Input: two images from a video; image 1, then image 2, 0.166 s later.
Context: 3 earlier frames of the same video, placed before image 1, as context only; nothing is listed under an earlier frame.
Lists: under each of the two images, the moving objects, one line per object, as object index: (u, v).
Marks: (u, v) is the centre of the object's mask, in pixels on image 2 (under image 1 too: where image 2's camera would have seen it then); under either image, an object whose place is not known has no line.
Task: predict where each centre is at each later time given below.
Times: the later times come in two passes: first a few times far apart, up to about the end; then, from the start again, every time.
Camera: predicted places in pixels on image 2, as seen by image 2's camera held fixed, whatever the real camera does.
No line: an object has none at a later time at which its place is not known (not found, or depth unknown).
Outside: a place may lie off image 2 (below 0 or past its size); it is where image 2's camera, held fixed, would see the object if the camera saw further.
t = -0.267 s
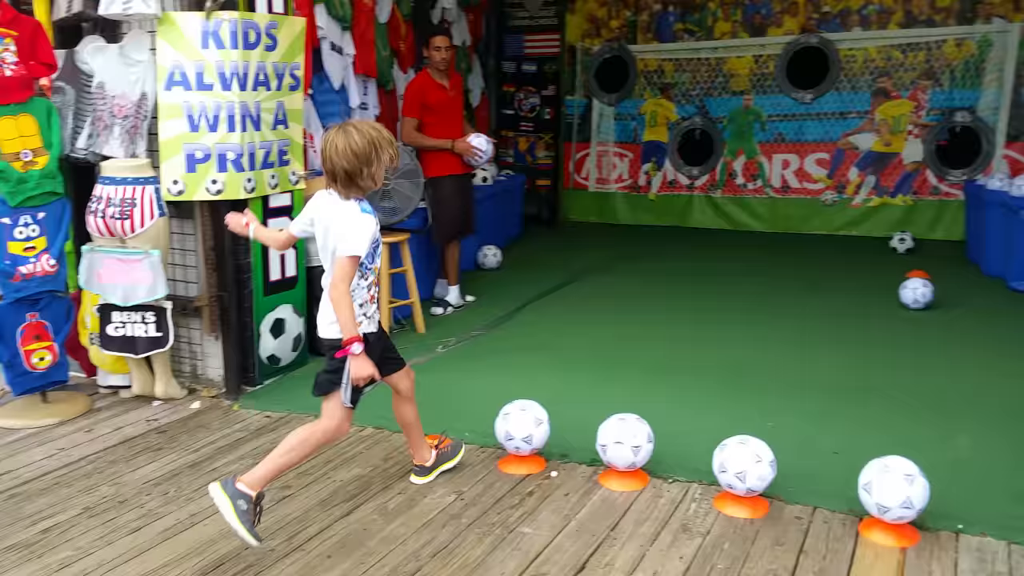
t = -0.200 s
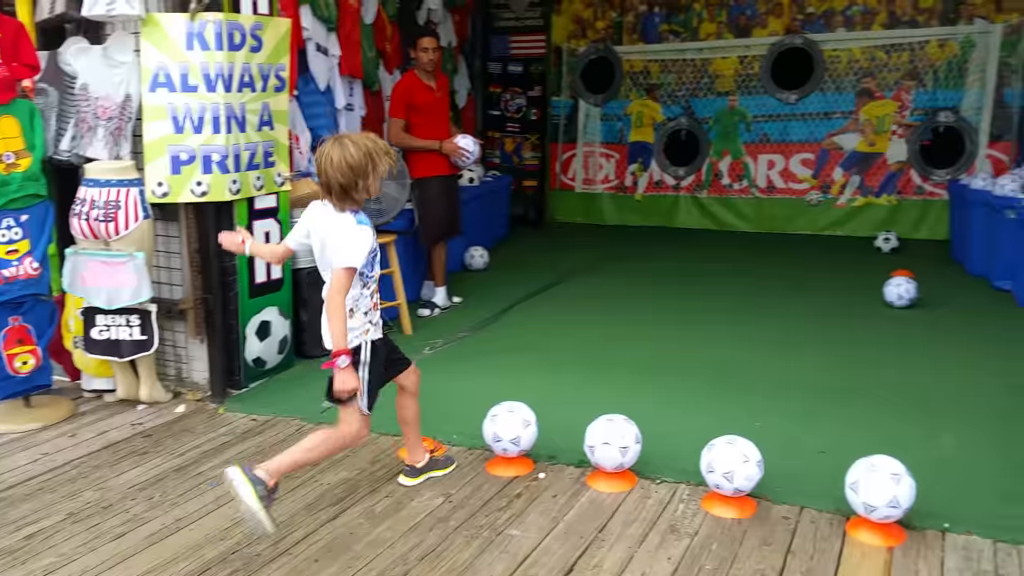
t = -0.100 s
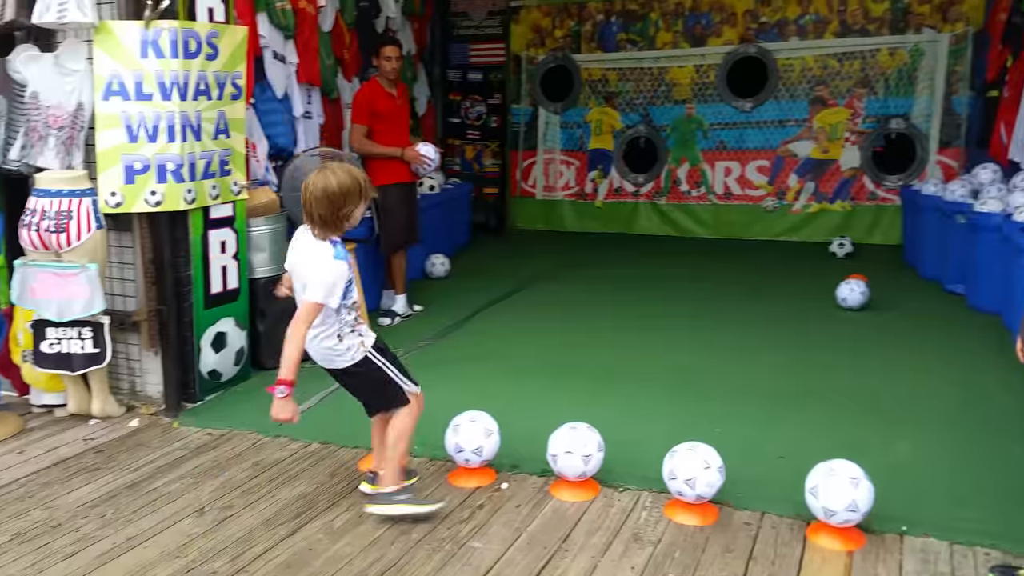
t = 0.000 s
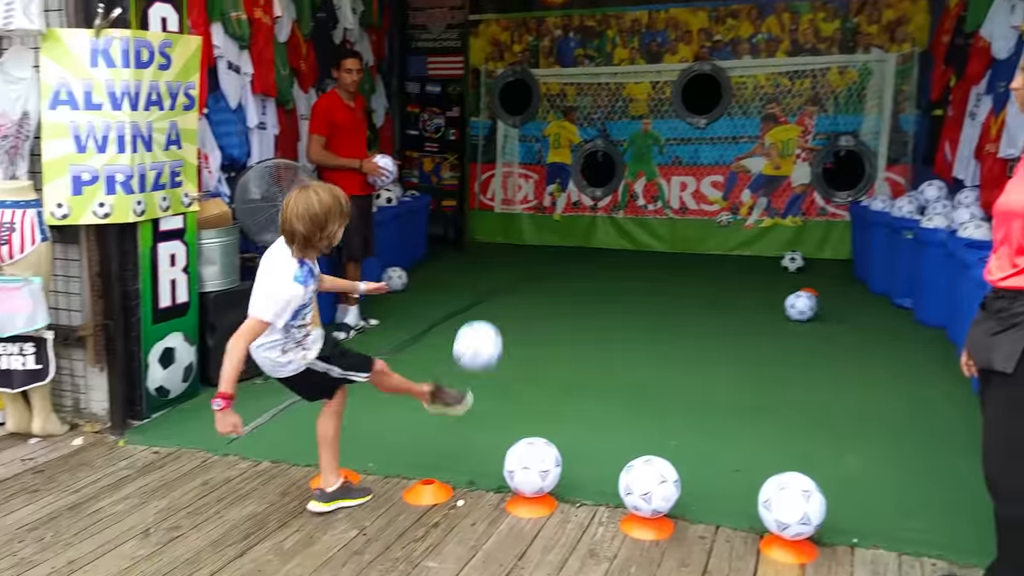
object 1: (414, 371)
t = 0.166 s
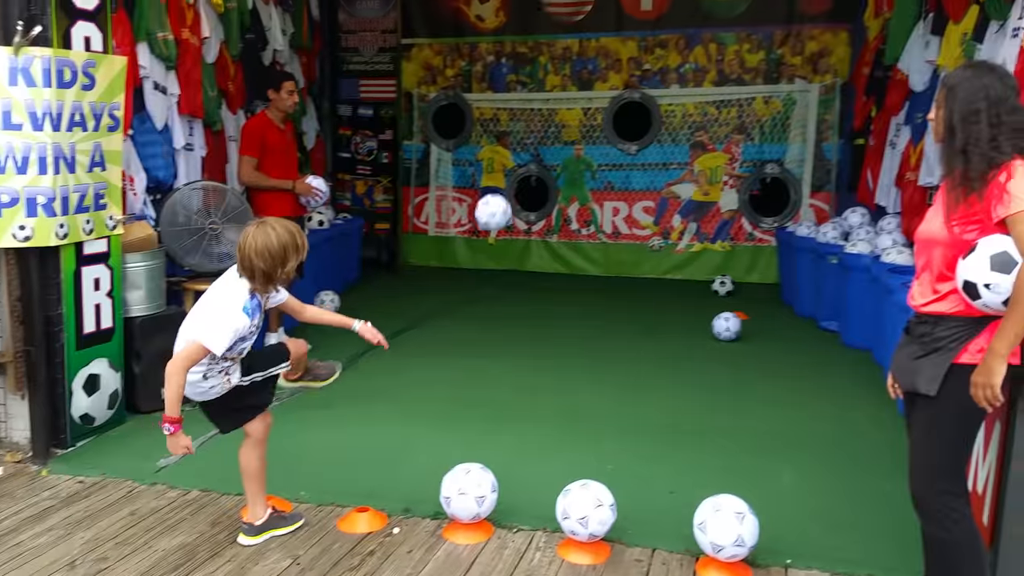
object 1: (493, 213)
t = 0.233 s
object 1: (513, 180)
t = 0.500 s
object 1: (561, 142)
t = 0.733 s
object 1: (567, 169)
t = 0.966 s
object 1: (558, 252)
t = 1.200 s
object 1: (553, 256)
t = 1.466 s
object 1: (549, 228)
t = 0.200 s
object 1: (503, 195)
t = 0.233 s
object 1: (513, 180)
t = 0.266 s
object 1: (521, 169)
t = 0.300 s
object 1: (530, 159)
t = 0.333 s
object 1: (537, 151)
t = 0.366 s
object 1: (542, 147)
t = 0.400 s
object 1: (547, 144)
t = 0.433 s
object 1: (552, 141)
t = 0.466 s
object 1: (556, 141)
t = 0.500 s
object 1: (561, 142)
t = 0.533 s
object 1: (564, 144)
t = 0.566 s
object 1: (566, 146)
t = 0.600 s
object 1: (571, 151)
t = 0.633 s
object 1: (571, 154)
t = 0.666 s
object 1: (570, 158)
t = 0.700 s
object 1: (568, 163)
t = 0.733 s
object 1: (567, 169)
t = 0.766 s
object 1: (566, 177)
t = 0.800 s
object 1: (565, 185)
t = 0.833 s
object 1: (564, 195)
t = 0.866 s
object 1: (563, 208)
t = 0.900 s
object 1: (562, 221)
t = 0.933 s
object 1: (560, 235)
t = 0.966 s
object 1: (558, 252)
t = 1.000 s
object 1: (557, 270)
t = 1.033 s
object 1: (555, 289)
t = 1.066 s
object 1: (554, 298)
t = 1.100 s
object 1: (554, 285)
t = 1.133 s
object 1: (554, 274)
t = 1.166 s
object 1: (554, 264)
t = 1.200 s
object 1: (553, 256)
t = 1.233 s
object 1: (553, 248)
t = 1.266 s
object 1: (553, 241)
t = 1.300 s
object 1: (552, 236)
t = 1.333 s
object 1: (552, 232)
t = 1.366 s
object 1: (551, 229)
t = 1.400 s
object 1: (550, 227)
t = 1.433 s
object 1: (550, 227)
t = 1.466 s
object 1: (549, 228)
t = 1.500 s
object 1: (548, 230)
